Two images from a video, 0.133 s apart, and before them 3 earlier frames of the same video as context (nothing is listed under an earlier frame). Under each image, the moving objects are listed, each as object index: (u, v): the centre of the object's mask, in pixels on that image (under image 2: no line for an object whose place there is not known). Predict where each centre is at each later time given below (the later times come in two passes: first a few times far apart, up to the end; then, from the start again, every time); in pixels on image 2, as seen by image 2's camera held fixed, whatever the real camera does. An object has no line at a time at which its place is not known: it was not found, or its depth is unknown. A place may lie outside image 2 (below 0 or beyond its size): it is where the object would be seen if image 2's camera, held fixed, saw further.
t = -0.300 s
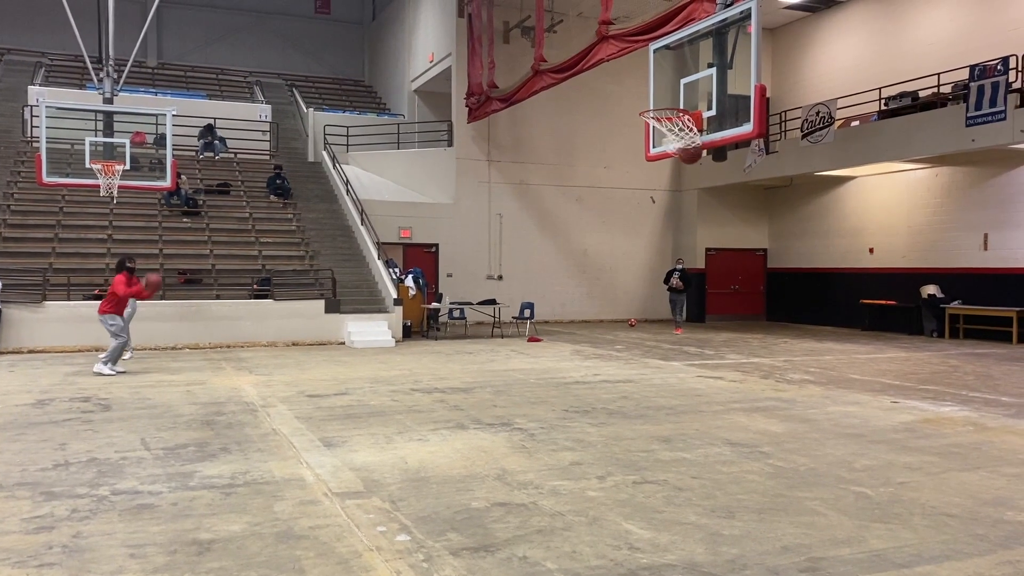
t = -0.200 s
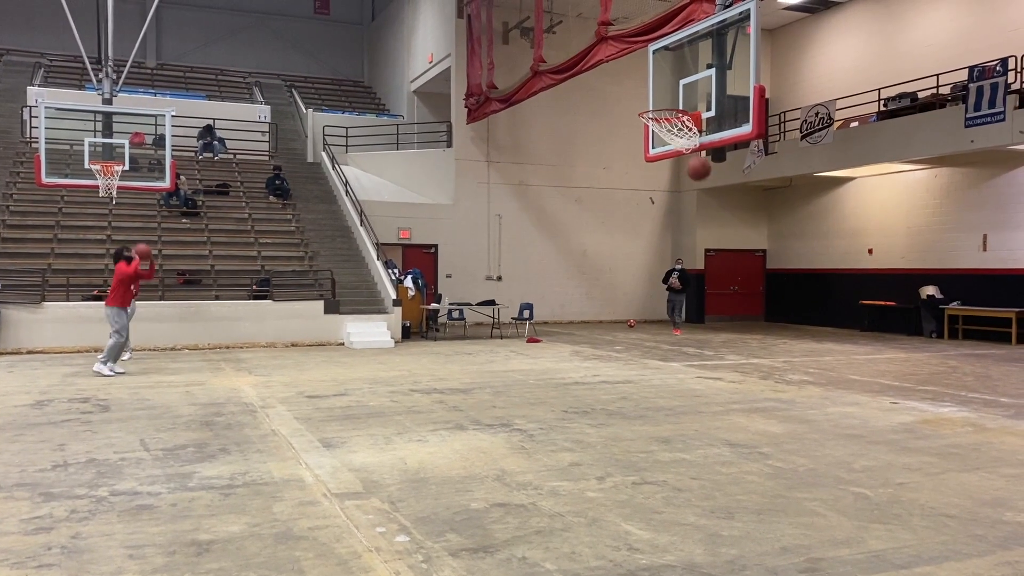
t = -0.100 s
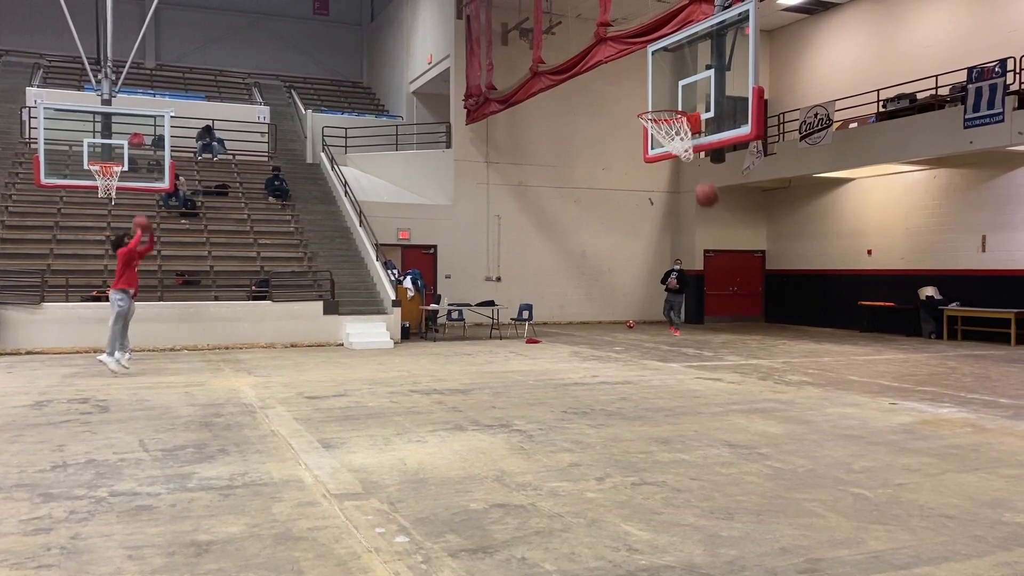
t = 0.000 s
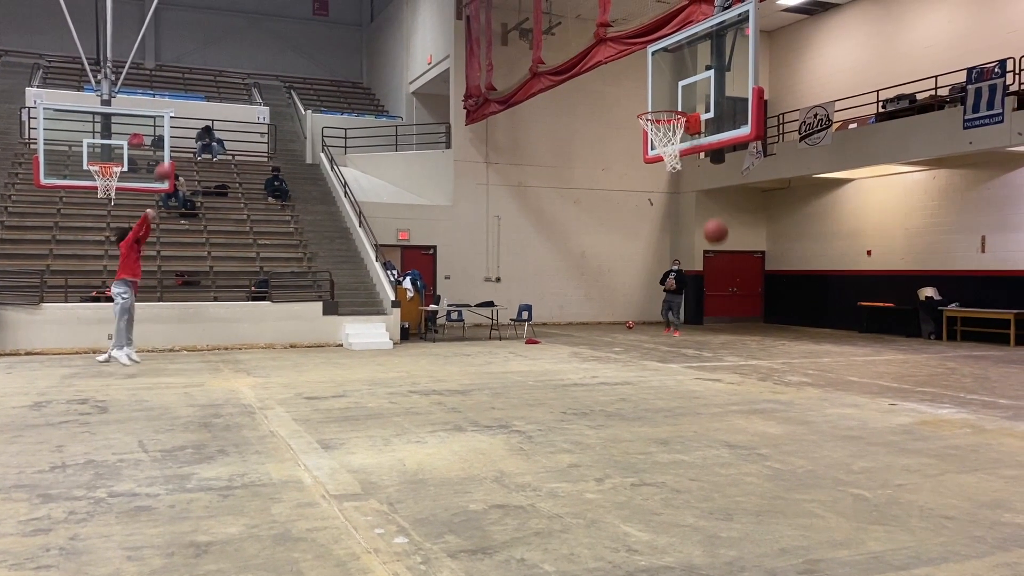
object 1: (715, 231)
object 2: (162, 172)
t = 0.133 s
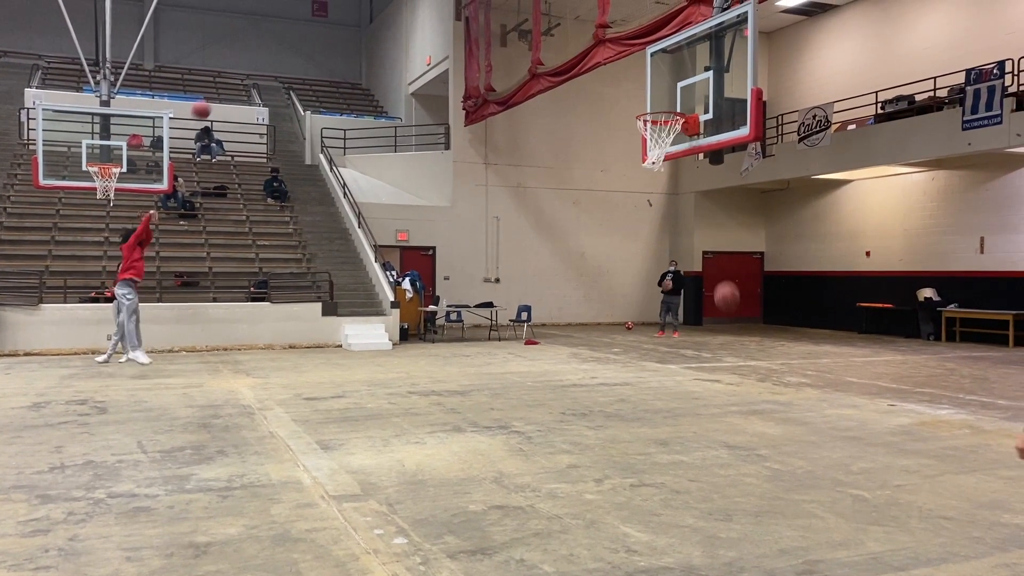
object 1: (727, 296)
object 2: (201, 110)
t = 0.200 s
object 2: (221, 82)
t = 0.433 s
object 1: (743, 373)
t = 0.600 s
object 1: (738, 319)
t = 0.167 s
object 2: (211, 95)
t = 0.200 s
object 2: (221, 82)
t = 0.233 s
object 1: (736, 355)
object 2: (231, 68)
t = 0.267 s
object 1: (739, 377)
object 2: (242, 56)
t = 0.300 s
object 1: (743, 401)
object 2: (252, 44)
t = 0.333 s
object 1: (744, 419)
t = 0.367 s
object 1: (744, 403)
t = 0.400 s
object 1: (743, 387)
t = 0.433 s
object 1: (743, 373)
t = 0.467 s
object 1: (741, 361)
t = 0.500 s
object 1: (741, 349)
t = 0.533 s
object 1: (740, 337)
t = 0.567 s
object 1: (739, 327)
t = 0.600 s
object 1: (738, 319)
